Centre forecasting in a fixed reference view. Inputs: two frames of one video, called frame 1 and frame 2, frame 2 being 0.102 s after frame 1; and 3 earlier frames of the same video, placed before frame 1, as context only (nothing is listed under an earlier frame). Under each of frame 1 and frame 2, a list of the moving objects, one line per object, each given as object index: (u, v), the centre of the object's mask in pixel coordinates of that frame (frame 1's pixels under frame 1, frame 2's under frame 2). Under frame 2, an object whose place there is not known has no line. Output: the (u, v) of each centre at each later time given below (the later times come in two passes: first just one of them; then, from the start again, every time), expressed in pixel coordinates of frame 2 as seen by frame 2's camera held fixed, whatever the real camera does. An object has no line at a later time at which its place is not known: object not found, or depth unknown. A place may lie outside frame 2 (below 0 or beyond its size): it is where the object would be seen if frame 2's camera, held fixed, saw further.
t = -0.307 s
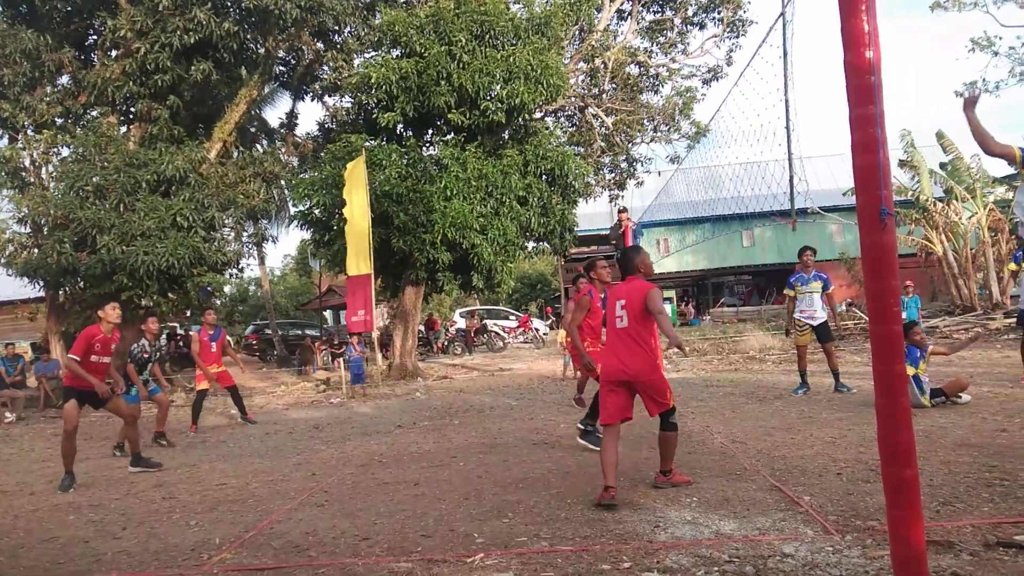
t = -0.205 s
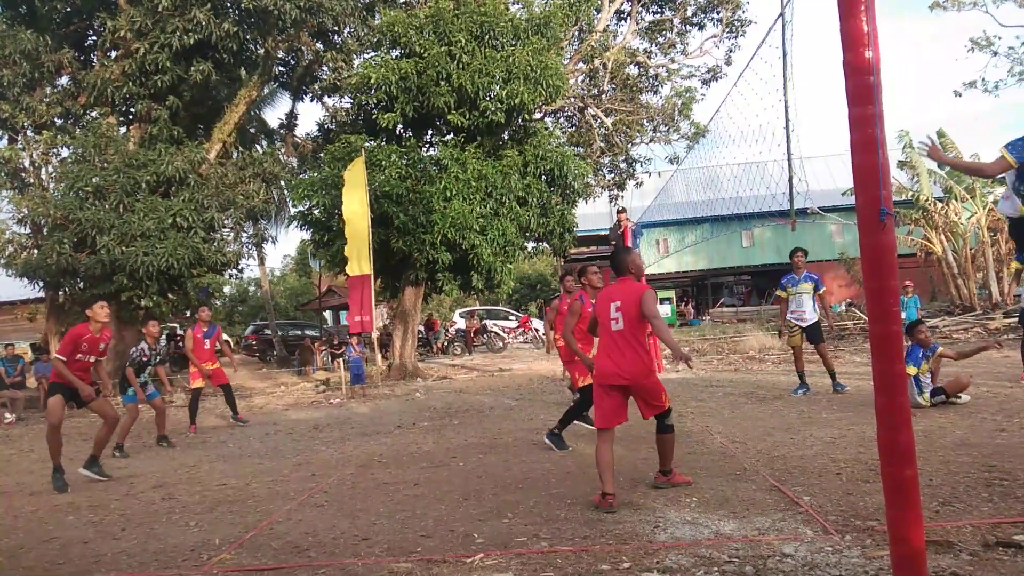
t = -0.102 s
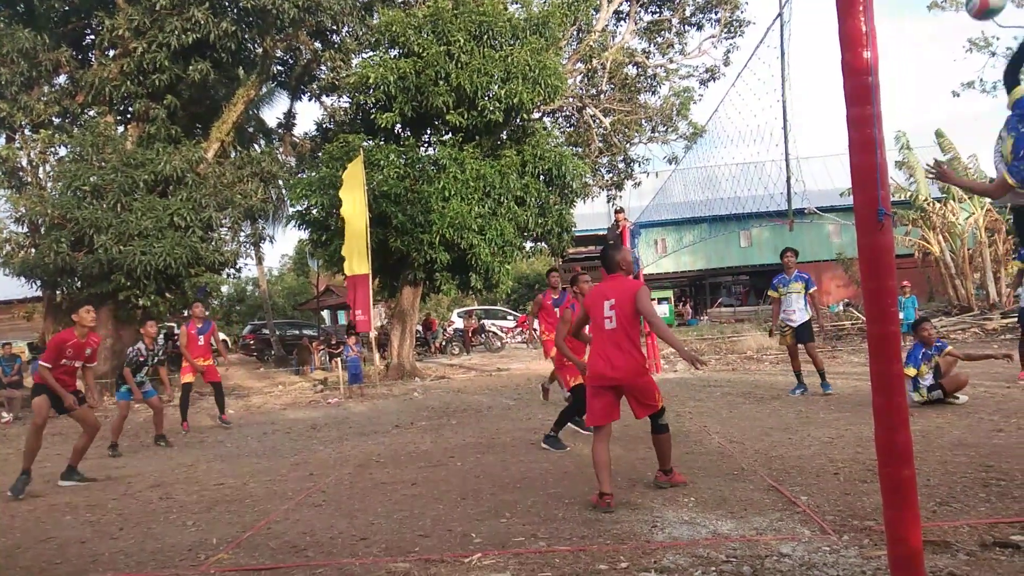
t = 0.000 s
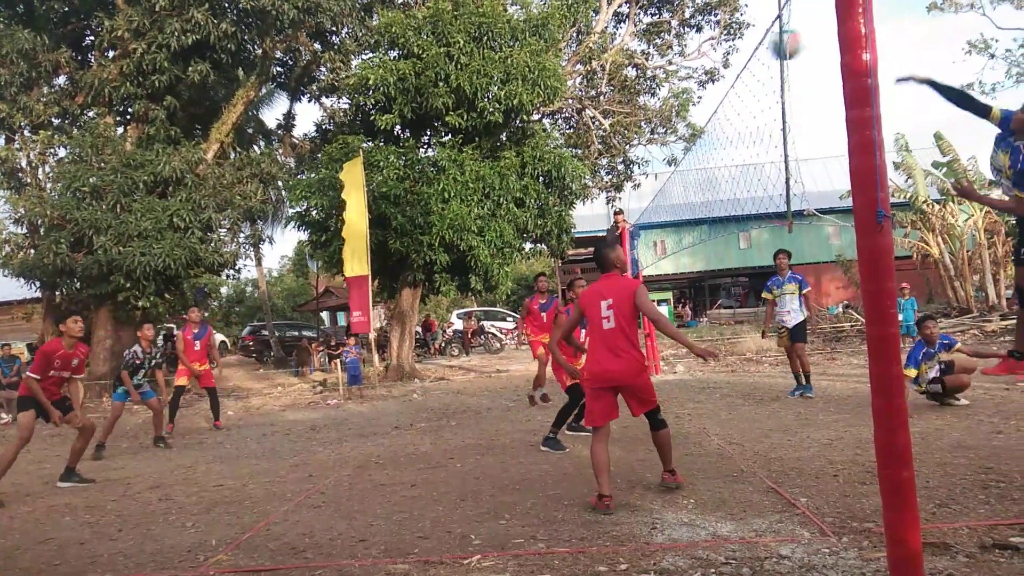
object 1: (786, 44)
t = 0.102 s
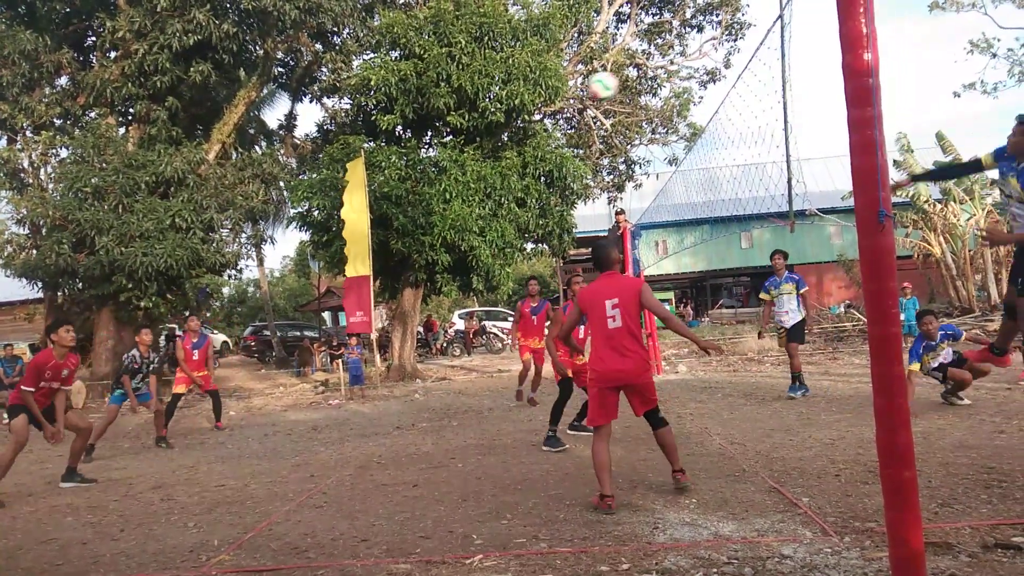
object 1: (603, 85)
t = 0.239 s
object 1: (418, 147)
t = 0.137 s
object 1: (551, 101)
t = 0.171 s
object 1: (503, 116)
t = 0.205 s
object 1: (459, 131)
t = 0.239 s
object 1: (418, 147)
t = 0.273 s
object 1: (380, 162)
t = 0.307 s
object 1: (344, 178)
